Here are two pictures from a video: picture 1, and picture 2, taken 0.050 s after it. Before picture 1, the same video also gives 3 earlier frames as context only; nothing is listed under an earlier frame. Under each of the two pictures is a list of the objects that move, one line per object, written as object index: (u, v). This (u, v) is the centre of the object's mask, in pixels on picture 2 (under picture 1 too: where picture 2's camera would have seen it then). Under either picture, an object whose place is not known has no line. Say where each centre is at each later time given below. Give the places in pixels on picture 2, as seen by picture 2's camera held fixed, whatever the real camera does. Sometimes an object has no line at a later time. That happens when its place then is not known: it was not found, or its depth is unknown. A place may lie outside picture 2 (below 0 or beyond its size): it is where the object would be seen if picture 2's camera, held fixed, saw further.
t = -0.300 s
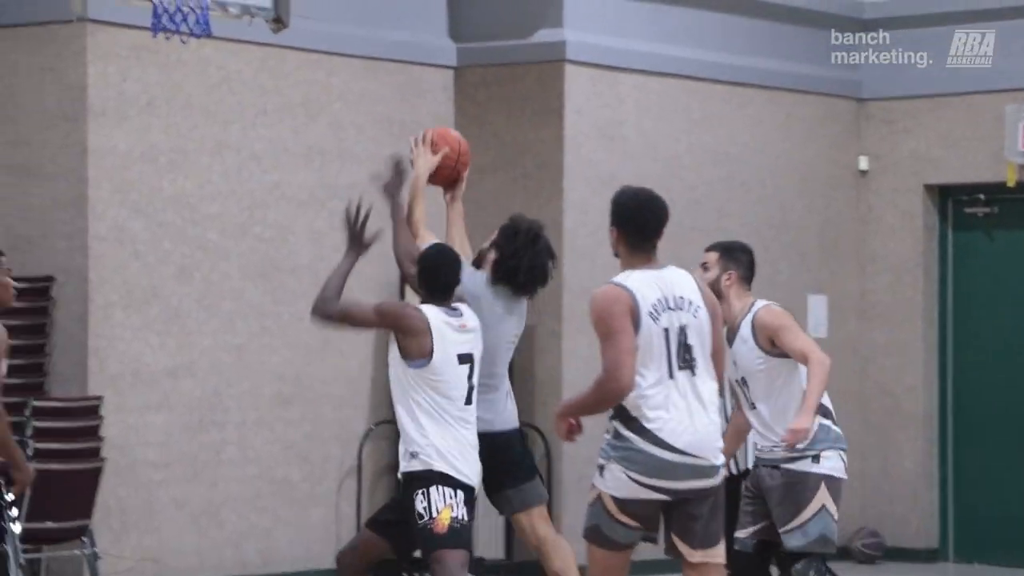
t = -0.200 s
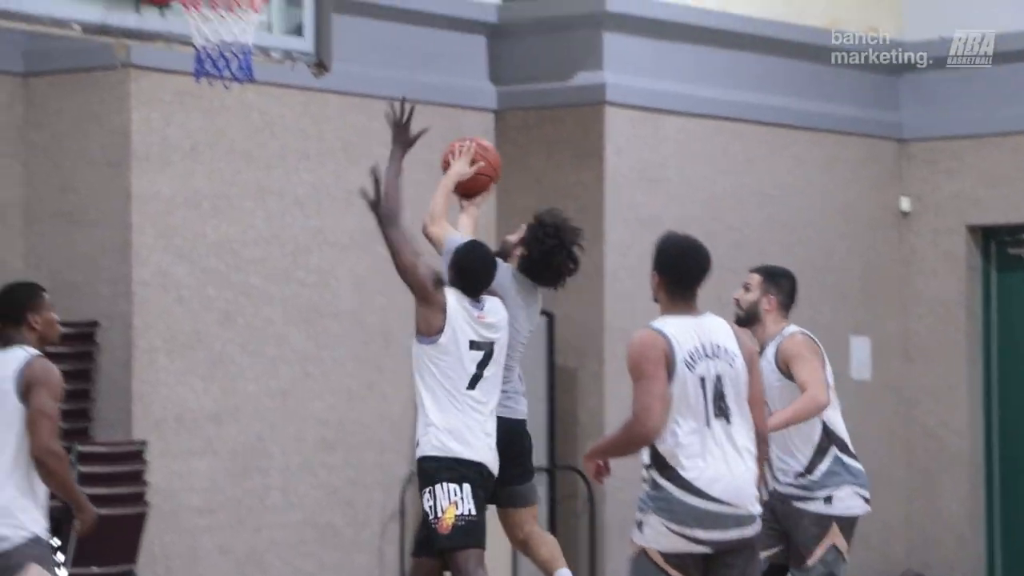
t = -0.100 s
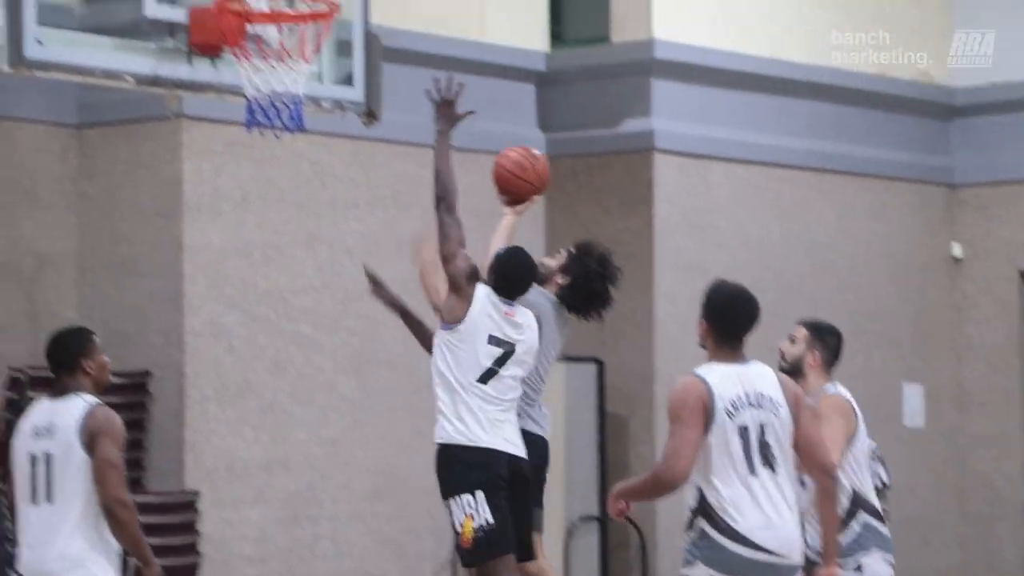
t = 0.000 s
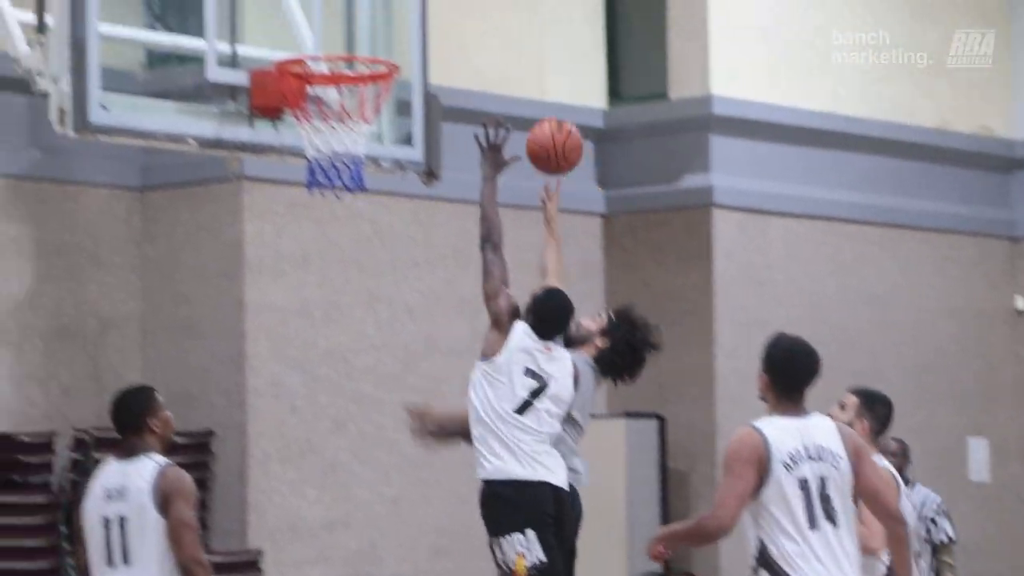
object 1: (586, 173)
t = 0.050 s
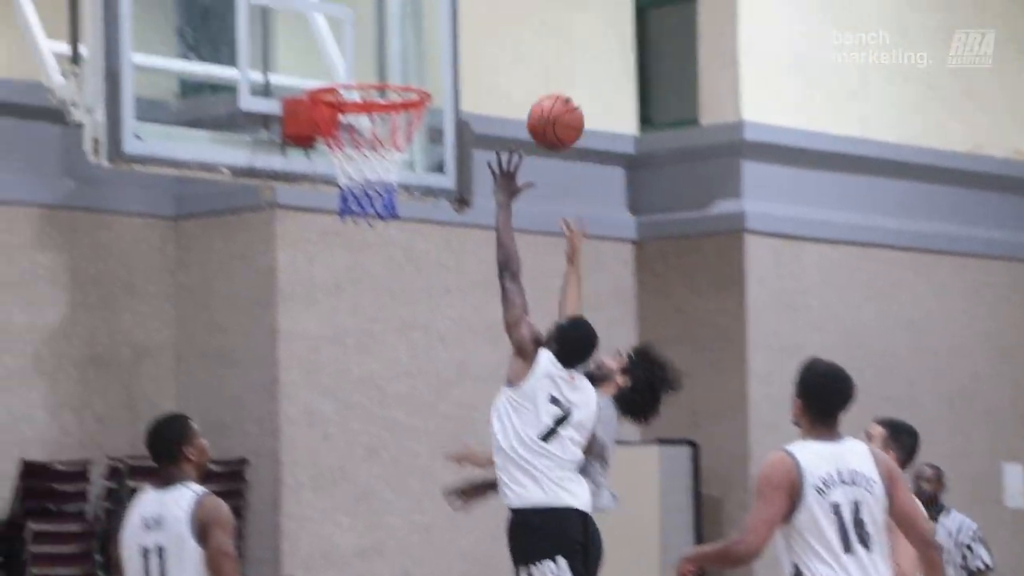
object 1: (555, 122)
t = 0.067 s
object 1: (545, 106)
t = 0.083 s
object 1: (535, 91)
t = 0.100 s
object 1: (525, 76)
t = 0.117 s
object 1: (515, 61)
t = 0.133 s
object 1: (504, 48)
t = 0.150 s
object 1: (494, 35)
